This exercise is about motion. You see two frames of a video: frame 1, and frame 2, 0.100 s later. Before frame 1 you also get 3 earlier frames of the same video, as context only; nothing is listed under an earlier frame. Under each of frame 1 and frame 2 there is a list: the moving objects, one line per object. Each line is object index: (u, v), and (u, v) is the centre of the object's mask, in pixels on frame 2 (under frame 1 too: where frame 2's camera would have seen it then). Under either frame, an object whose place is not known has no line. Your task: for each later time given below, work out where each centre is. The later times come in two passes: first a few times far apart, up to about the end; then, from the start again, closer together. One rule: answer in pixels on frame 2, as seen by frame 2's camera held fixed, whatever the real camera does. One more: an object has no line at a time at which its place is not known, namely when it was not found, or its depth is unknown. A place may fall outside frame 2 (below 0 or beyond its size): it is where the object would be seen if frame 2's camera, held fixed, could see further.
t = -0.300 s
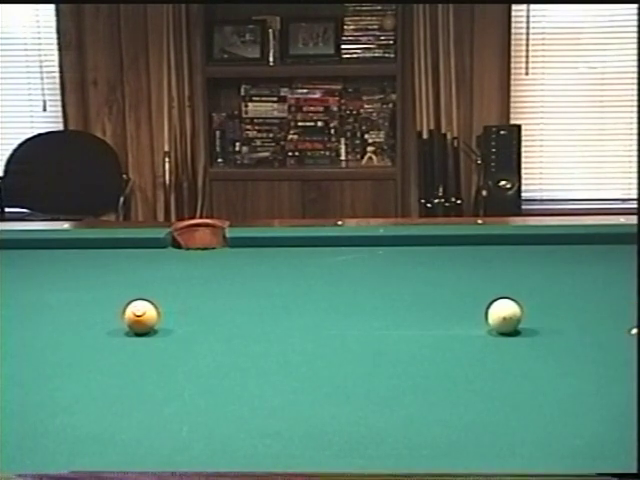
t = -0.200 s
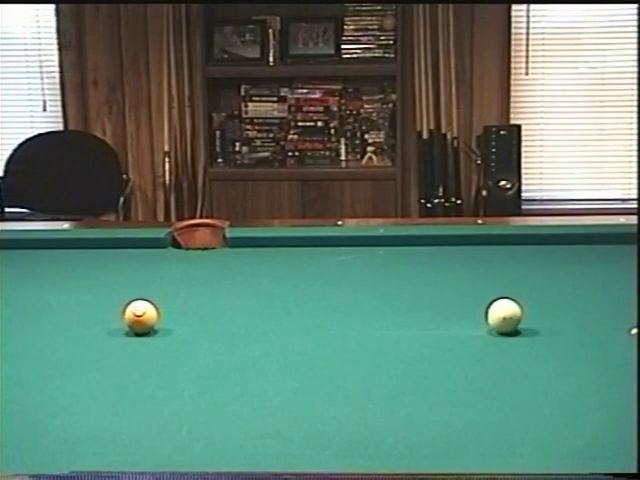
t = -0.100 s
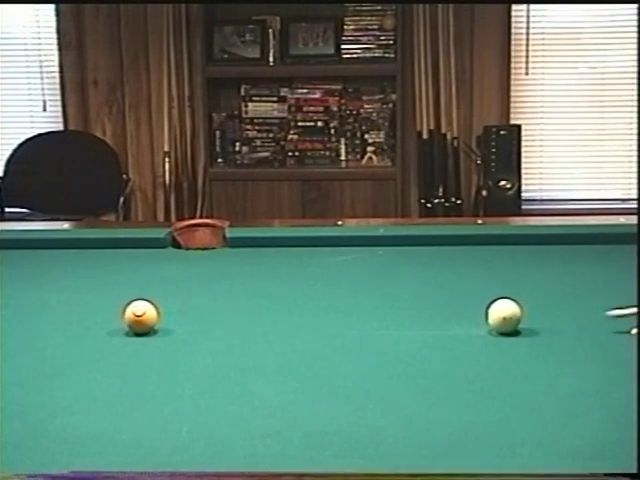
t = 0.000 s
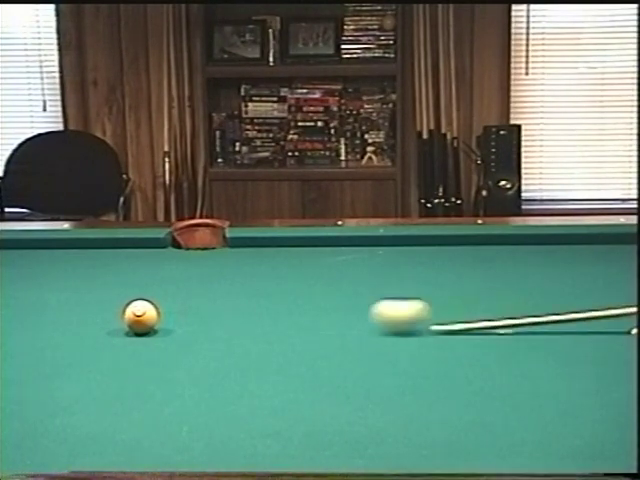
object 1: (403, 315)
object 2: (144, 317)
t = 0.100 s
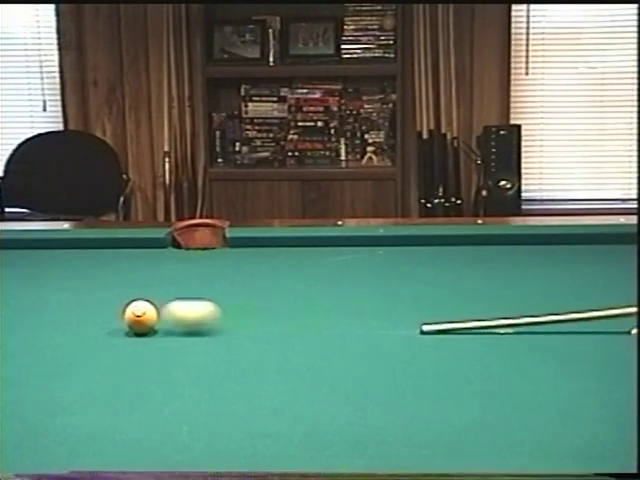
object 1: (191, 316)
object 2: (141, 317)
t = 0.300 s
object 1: (197, 315)
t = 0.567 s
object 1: (289, 313)
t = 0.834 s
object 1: (372, 311)
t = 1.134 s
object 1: (459, 309)
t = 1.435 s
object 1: (533, 307)
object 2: (197, 317)
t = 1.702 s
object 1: (601, 305)
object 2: (393, 315)
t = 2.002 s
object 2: (609, 313)
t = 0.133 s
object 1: (174, 316)
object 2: (95, 316)
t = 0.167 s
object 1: (175, 316)
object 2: (30, 316)
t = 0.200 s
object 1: (178, 316)
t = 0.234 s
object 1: (184, 316)
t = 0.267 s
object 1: (189, 315)
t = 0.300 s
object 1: (197, 315)
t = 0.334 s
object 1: (208, 315)
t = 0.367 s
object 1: (217, 314)
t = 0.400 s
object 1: (229, 314)
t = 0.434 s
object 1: (241, 314)
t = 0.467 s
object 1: (257, 314)
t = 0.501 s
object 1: (268, 313)
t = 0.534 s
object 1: (279, 313)
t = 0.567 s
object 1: (289, 313)
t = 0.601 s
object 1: (300, 312)
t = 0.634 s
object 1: (310, 312)
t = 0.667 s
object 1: (321, 312)
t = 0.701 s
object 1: (332, 312)
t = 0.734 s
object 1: (342, 311)
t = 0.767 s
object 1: (352, 311)
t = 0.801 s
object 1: (362, 311)
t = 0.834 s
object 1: (372, 311)
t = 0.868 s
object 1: (382, 310)
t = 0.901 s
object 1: (392, 310)
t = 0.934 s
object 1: (402, 310)
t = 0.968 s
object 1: (411, 310)
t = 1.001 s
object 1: (421, 310)
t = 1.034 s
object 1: (430, 309)
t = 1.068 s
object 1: (440, 309)
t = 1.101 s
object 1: (450, 309)
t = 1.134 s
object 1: (459, 309)
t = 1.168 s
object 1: (468, 308)
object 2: (14, 318)
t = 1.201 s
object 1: (477, 308)
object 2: (31, 318)
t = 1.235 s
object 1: (486, 308)
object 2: (55, 318)
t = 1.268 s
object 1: (495, 308)
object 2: (79, 318)
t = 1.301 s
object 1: (504, 308)
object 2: (104, 318)
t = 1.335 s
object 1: (513, 307)
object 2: (129, 318)
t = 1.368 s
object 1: (521, 307)
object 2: (153, 318)
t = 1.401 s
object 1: (530, 307)
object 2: (177, 317)
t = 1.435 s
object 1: (533, 307)
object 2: (197, 317)
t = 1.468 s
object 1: (542, 307)
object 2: (221, 317)
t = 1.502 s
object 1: (550, 306)
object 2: (246, 316)
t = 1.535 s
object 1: (560, 306)
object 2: (271, 316)
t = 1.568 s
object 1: (567, 305)
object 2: (294, 316)
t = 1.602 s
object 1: (577, 305)
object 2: (320, 316)
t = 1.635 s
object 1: (585, 305)
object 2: (345, 315)
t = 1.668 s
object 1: (593, 305)
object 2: (369, 315)
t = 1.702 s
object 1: (601, 305)
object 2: (393, 315)
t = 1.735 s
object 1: (609, 304)
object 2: (418, 314)
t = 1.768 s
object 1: (617, 304)
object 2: (442, 314)
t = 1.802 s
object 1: (623, 304)
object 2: (467, 314)
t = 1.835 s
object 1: (627, 303)
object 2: (490, 314)
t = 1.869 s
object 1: (631, 303)
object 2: (515, 314)
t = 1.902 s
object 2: (539, 314)
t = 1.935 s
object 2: (561, 313)
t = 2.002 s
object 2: (609, 313)
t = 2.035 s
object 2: (626, 313)
